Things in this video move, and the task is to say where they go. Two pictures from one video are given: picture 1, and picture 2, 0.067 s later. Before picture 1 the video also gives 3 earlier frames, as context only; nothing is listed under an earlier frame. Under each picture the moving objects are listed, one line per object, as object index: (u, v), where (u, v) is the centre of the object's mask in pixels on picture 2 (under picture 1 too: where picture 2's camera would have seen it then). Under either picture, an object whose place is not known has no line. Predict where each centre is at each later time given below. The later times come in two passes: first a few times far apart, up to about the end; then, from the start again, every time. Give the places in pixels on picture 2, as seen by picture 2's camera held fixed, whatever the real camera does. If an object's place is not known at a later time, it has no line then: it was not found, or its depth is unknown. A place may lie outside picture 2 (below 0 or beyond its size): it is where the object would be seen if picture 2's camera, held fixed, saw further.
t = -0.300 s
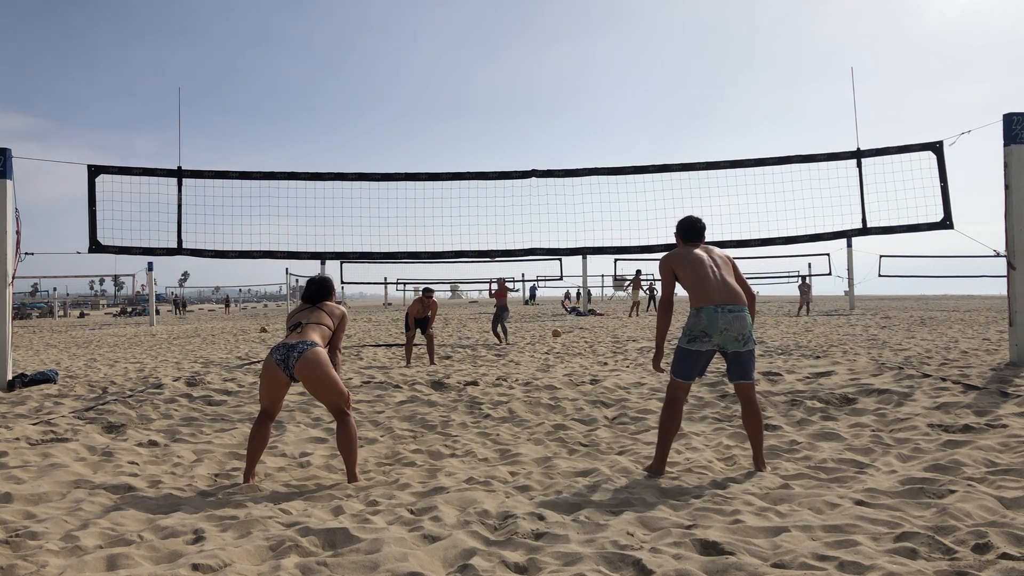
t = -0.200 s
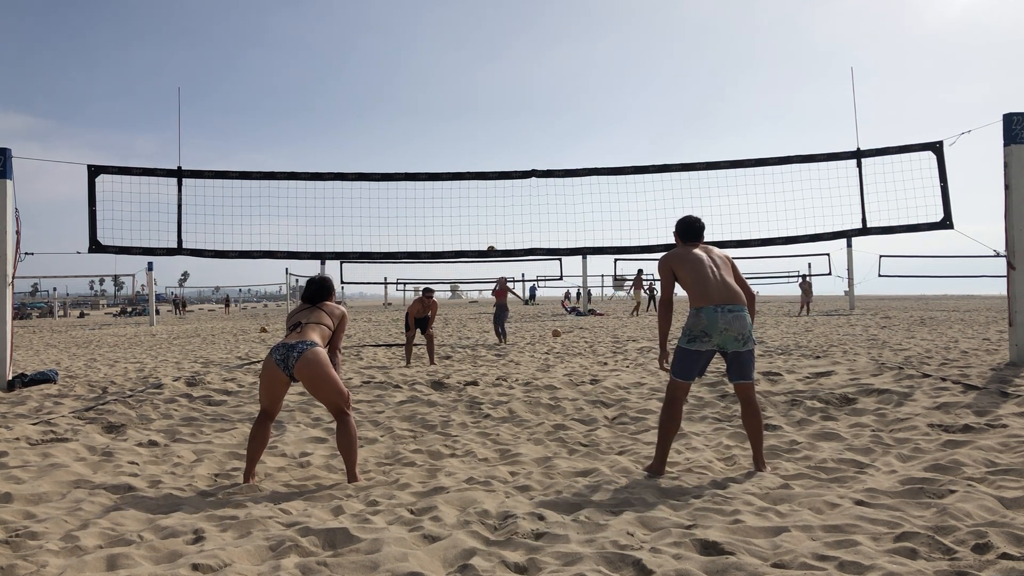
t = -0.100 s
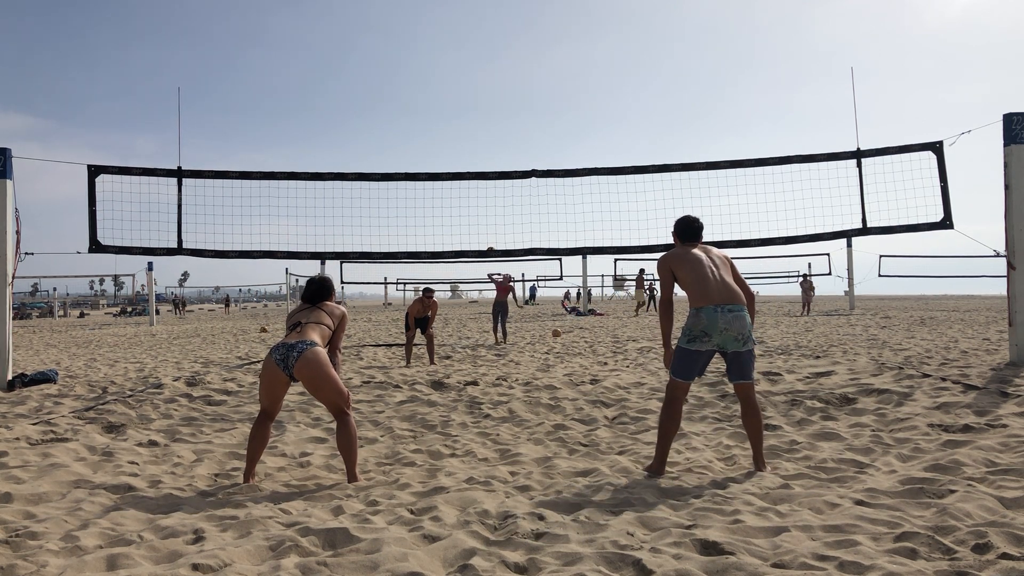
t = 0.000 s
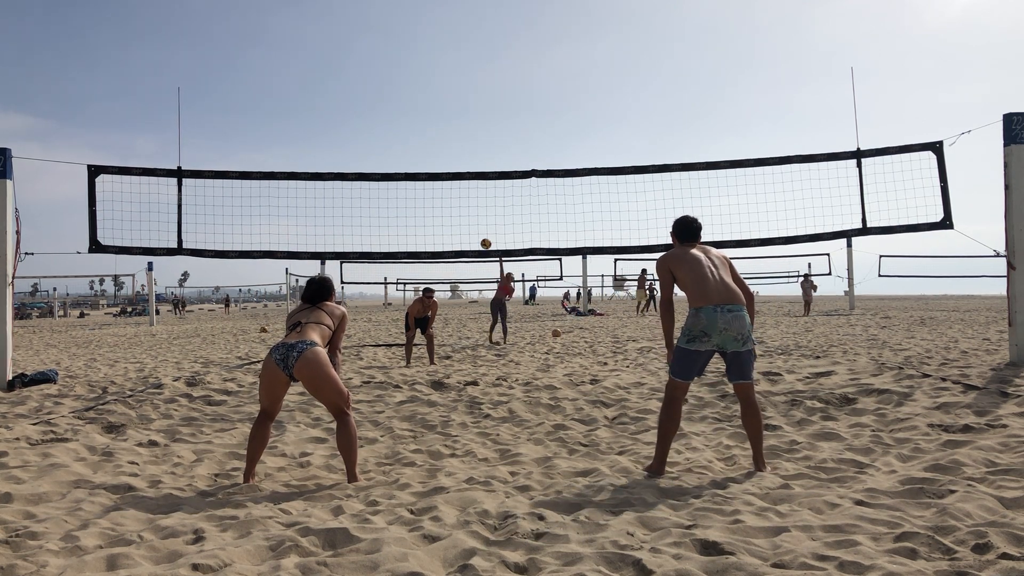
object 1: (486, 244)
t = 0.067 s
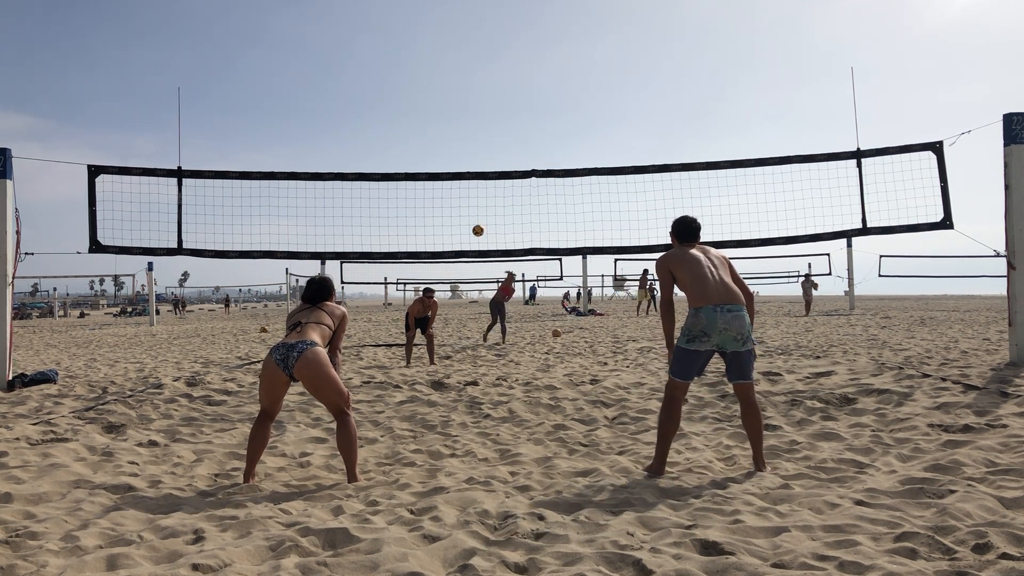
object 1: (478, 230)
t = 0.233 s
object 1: (451, 201)
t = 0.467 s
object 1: (391, 185)
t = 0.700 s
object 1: (338, 221)
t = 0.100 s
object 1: (473, 224)
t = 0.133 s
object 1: (468, 218)
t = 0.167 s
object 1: (463, 212)
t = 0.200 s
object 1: (457, 206)
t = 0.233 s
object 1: (451, 201)
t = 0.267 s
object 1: (444, 197)
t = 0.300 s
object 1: (437, 193)
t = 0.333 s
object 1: (429, 189)
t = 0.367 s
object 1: (420, 187)
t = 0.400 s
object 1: (411, 186)
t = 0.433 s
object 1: (402, 185)
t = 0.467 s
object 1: (391, 185)
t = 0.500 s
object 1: (380, 185)
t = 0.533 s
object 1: (368, 186)
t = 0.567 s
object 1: (356, 187)
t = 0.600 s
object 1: (347, 189)
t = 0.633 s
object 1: (342, 199)
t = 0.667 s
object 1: (339, 210)
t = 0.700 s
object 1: (338, 221)
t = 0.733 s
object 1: (339, 231)
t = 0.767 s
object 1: (340, 236)
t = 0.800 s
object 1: (340, 238)
